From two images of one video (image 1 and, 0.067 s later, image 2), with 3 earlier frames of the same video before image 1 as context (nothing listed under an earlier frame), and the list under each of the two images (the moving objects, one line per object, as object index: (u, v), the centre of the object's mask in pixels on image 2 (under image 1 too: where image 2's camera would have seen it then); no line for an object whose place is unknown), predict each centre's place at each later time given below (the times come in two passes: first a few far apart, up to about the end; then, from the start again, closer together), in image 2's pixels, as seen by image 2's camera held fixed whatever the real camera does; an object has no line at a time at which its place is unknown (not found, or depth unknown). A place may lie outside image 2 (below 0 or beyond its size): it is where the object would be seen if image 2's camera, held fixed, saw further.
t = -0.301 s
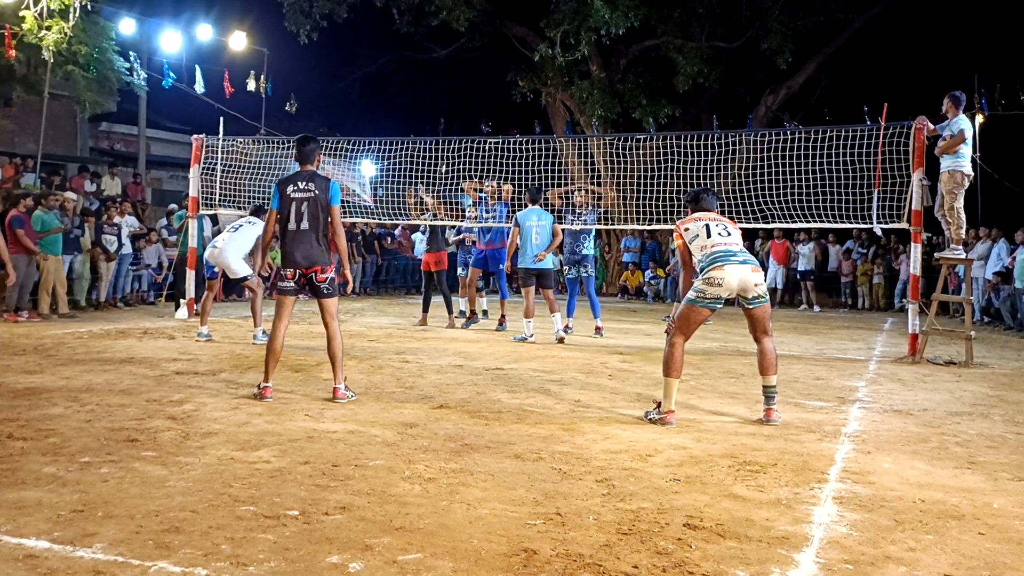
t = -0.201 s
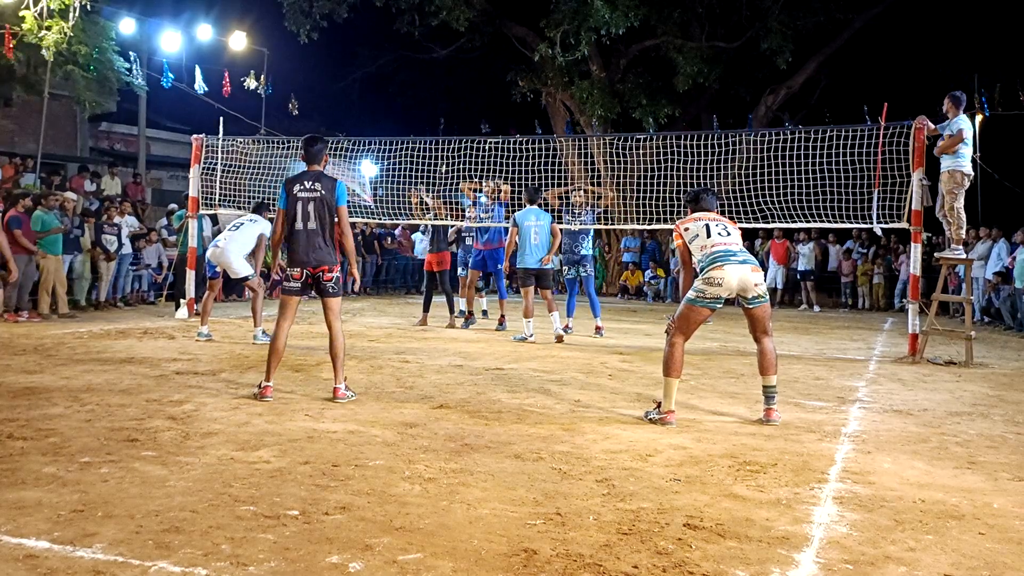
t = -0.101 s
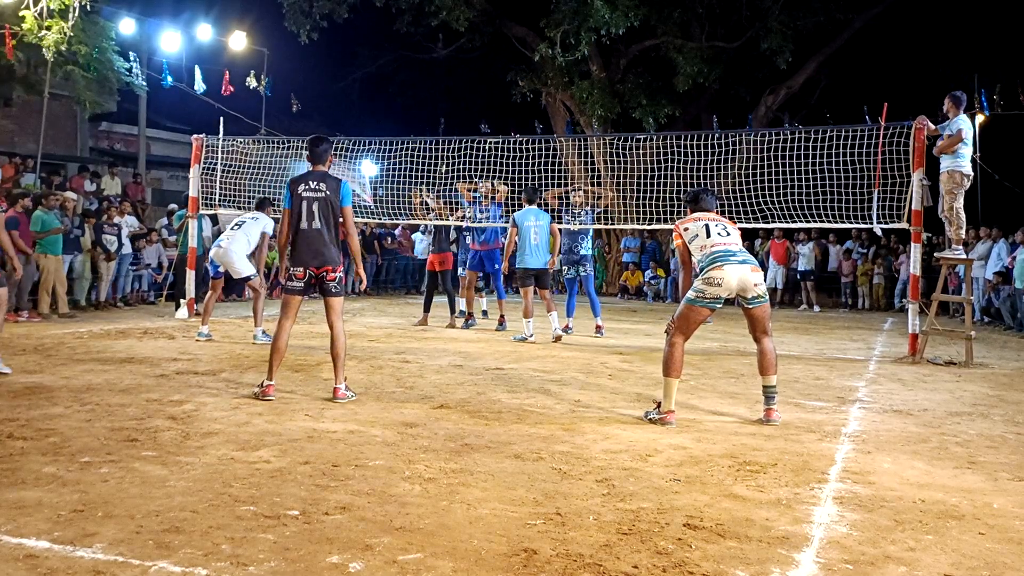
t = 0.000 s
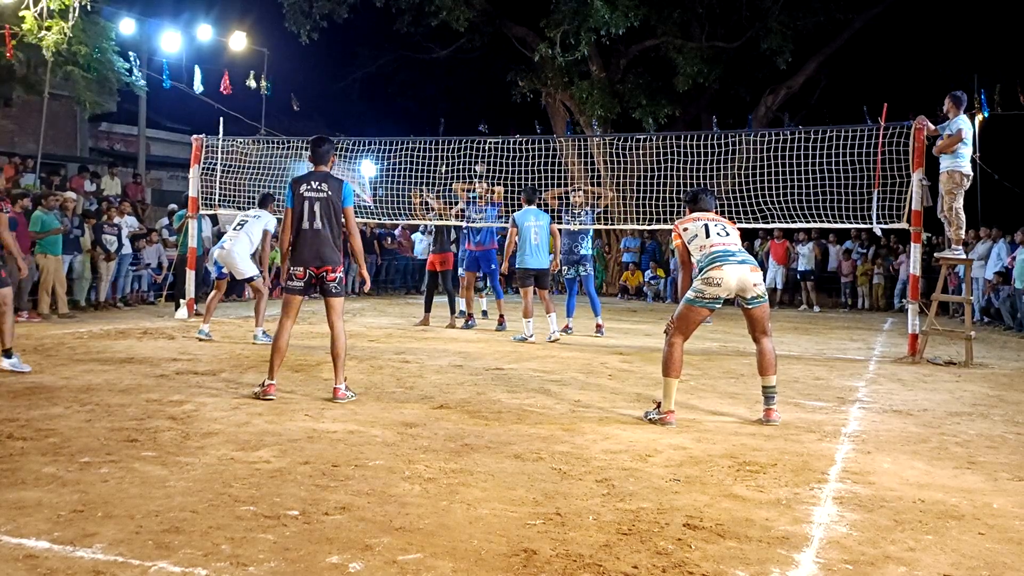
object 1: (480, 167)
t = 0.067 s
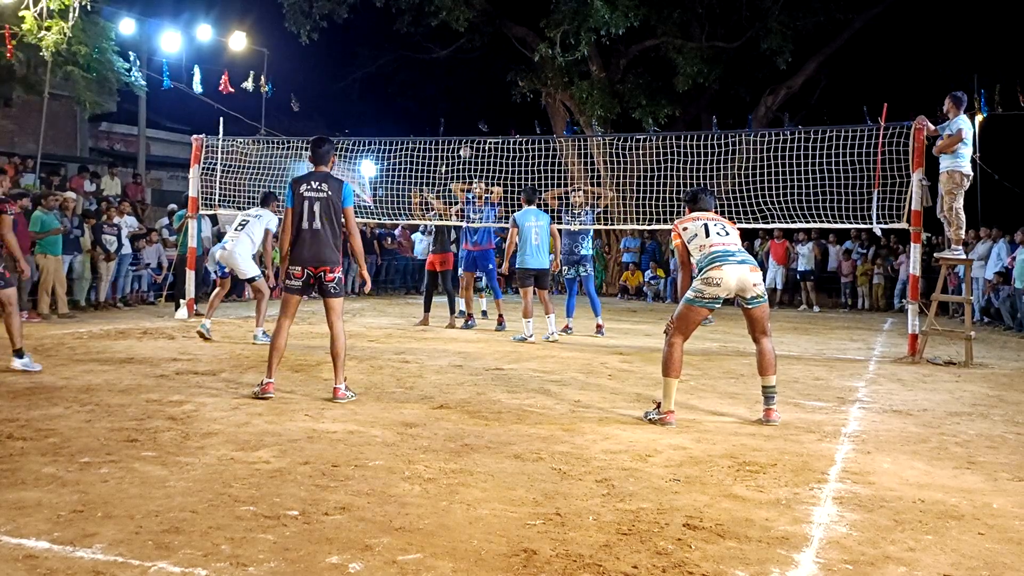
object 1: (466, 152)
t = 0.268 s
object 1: (411, 110)
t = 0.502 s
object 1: (329, 78)
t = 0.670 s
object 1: (252, 72)
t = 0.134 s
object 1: (448, 135)
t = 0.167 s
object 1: (440, 129)
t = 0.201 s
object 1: (430, 123)
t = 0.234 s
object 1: (421, 117)
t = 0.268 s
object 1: (411, 110)
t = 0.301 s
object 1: (400, 105)
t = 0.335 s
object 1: (389, 99)
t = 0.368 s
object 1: (378, 94)
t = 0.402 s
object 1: (367, 89)
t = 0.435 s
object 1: (355, 85)
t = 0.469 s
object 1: (343, 81)
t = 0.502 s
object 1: (329, 78)
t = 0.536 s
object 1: (316, 75)
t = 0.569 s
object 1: (301, 73)
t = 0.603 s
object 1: (285, 72)
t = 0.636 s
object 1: (269, 72)
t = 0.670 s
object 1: (252, 72)
